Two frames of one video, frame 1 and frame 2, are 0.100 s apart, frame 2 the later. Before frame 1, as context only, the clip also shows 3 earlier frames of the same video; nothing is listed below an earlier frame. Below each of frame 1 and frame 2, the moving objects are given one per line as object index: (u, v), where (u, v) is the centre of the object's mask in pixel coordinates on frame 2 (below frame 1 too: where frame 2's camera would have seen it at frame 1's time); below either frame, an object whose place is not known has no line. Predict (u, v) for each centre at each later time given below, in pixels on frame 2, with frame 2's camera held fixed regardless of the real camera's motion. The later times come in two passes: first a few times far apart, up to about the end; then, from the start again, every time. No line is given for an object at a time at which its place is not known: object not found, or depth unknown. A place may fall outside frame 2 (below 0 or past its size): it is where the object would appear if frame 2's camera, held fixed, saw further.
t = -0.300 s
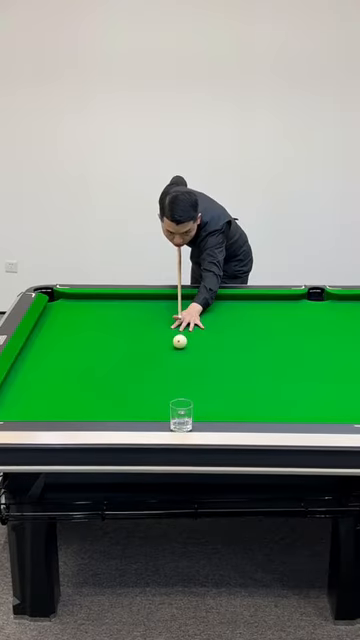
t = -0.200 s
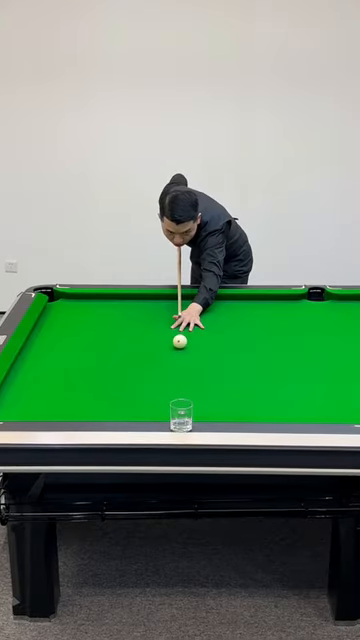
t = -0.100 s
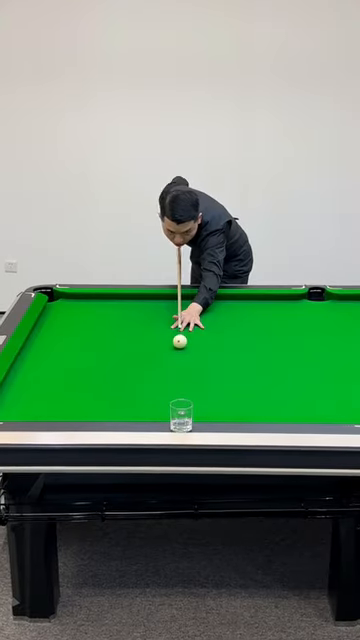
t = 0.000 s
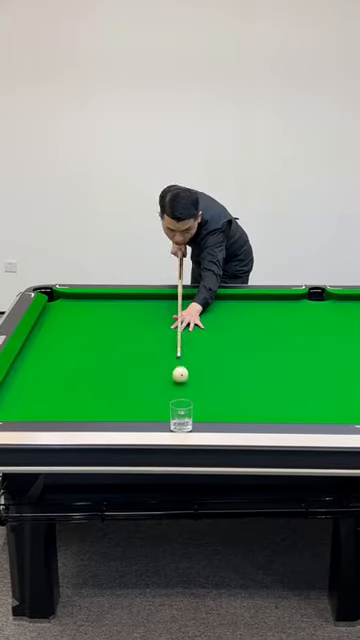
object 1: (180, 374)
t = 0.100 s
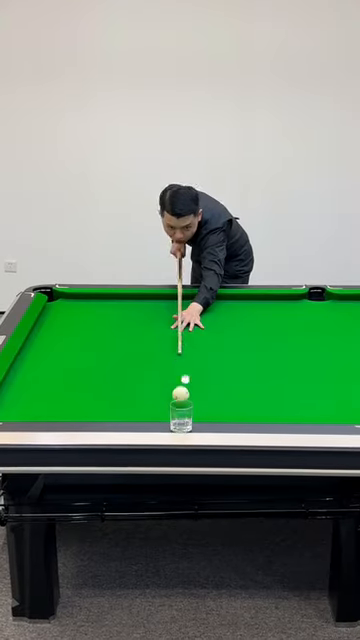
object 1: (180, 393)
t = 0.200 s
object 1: (180, 356)
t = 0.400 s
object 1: (178, 308)
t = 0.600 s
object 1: (177, 322)
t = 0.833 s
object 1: (175, 367)
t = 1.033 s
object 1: (173, 406)
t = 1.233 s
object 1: (175, 380)
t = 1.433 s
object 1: (176, 356)
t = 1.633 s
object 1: (177, 335)
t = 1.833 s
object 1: (178, 316)
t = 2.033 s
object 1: (179, 301)
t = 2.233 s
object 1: (179, 304)
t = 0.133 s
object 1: (180, 380)
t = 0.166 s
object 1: (180, 368)
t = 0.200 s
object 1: (180, 356)
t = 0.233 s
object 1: (179, 347)
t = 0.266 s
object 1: (179, 338)
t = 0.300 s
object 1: (179, 330)
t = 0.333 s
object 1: (179, 322)
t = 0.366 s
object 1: (179, 315)
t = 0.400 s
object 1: (178, 308)
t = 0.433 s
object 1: (178, 301)
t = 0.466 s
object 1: (178, 297)
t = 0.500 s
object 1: (178, 305)
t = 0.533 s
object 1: (178, 311)
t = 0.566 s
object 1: (177, 316)
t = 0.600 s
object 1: (177, 322)
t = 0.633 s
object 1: (177, 328)
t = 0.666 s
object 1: (177, 334)
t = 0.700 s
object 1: (176, 340)
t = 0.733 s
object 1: (176, 346)
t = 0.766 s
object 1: (176, 351)
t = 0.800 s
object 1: (176, 357)
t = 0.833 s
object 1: (175, 367)
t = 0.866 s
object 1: (175, 373)
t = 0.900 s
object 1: (175, 380)
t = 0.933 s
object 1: (174, 387)
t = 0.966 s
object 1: (174, 393)
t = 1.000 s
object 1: (174, 400)
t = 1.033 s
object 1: (173, 406)
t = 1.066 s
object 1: (173, 407)
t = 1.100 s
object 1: (174, 402)
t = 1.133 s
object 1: (174, 396)
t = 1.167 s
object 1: (174, 388)
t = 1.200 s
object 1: (175, 384)
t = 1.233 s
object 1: (175, 380)
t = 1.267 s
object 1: (175, 375)
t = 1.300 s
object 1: (175, 371)
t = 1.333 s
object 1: (175, 367)
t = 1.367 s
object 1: (175, 363)
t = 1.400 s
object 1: (176, 360)
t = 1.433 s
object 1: (176, 356)
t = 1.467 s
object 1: (176, 353)
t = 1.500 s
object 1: (176, 347)
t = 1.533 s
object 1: (176, 344)
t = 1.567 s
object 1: (176, 341)
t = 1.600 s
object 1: (177, 338)
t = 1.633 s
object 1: (177, 335)
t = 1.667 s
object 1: (177, 332)
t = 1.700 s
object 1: (177, 329)
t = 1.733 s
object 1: (177, 326)
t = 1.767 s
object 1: (177, 323)
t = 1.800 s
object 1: (178, 320)
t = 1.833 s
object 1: (178, 316)
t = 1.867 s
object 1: (178, 314)
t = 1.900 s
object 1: (178, 311)
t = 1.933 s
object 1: (179, 309)
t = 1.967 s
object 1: (178, 306)
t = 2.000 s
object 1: (178, 303)
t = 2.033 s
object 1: (179, 301)
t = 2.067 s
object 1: (179, 299)
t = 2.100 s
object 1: (179, 297)
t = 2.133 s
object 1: (179, 298)
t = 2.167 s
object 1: (179, 300)
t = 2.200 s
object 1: (179, 302)
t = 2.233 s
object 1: (179, 304)
